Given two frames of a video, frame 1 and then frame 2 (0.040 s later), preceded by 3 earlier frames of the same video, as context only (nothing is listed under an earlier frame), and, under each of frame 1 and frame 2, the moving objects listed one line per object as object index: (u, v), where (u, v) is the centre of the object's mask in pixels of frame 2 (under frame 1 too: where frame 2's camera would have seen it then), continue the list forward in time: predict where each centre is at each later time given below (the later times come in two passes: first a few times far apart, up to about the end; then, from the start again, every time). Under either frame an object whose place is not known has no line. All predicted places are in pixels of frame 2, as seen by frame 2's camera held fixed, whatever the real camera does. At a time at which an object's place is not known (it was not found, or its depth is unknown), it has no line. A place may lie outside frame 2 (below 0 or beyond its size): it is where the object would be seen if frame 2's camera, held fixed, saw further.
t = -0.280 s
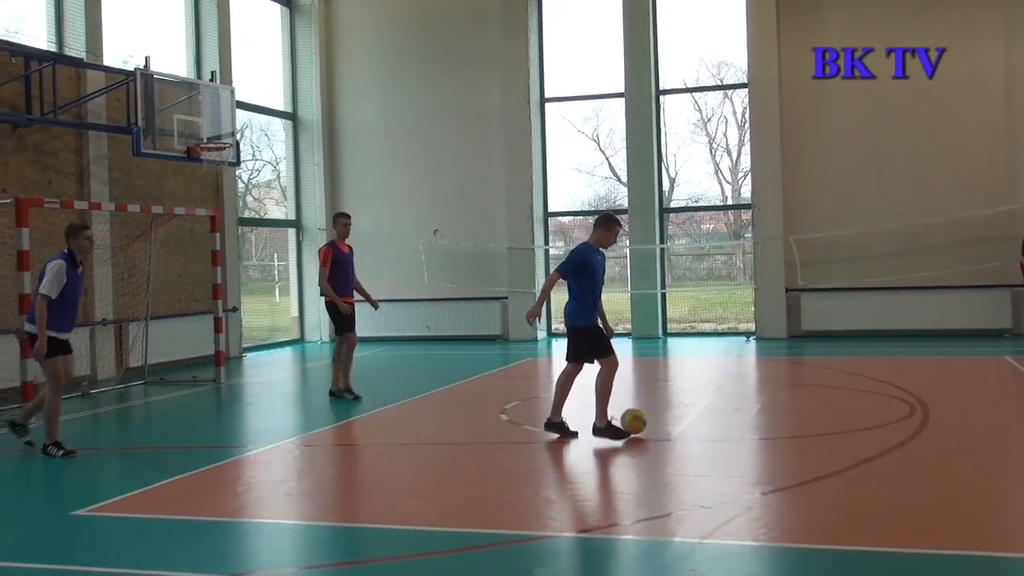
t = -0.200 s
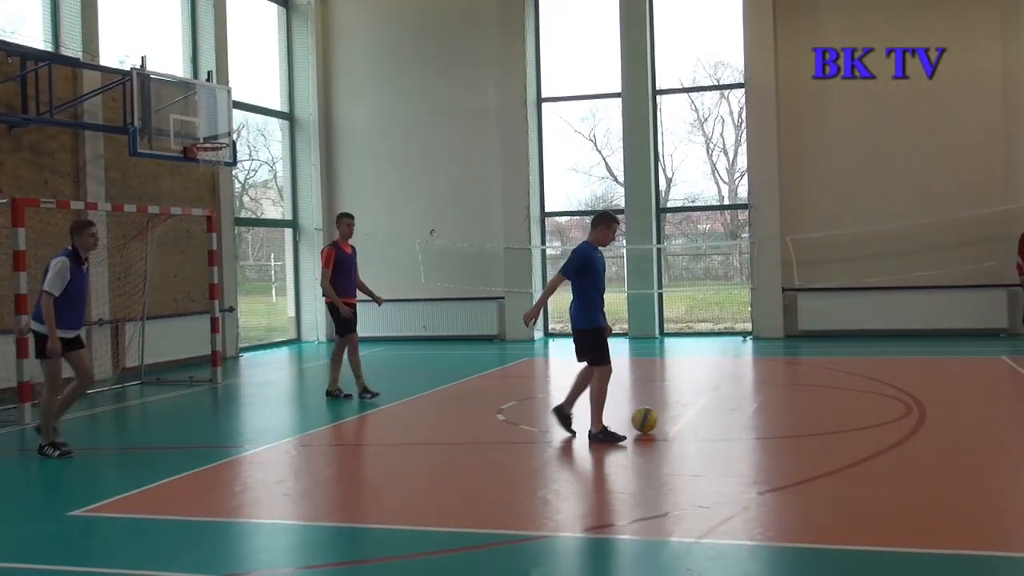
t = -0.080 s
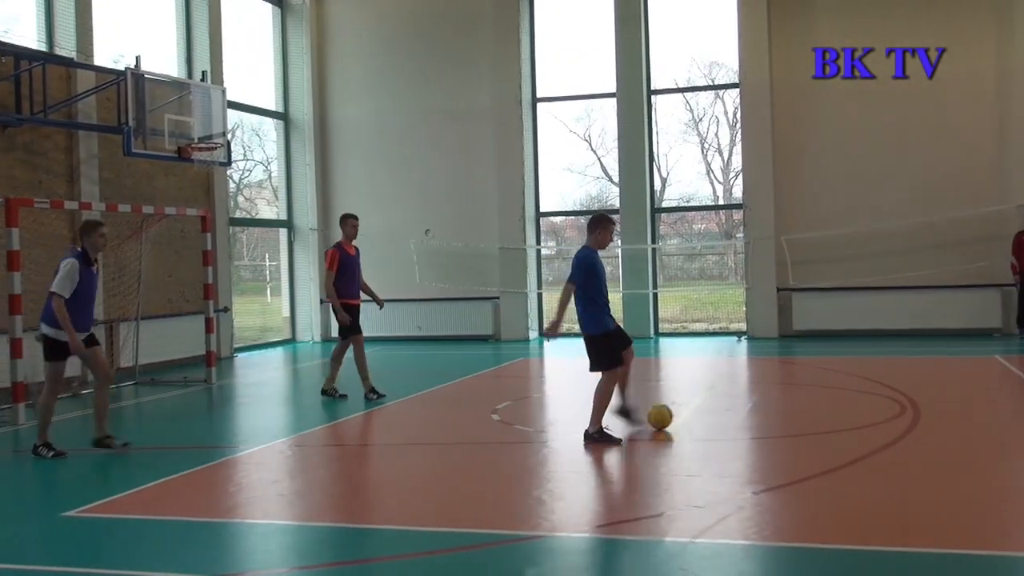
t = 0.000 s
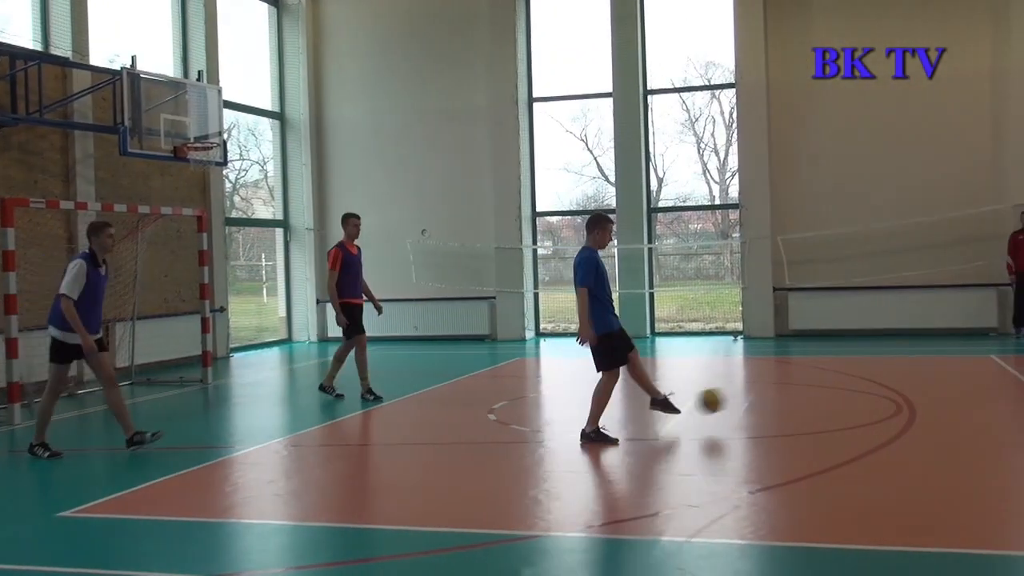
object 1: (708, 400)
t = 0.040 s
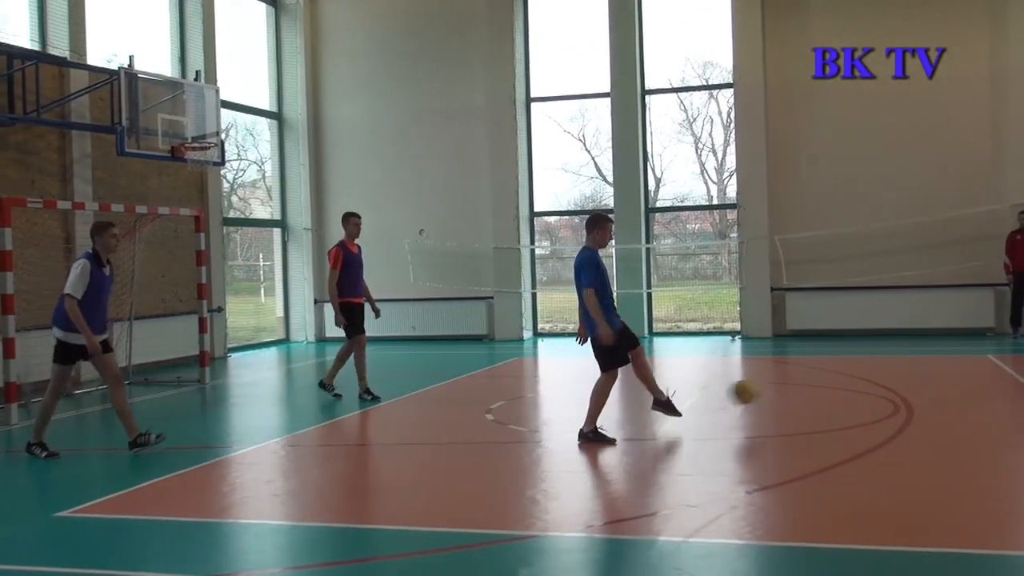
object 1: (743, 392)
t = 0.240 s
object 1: (921, 375)
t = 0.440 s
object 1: (1106, 414)
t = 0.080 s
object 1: (777, 385)
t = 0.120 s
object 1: (813, 380)
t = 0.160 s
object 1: (846, 376)
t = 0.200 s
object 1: (883, 374)
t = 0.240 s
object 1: (921, 375)
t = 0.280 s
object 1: (959, 380)
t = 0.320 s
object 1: (995, 385)
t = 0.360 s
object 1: (1032, 393)
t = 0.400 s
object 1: (1070, 404)
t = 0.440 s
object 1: (1106, 414)
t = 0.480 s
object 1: (1134, 408)
